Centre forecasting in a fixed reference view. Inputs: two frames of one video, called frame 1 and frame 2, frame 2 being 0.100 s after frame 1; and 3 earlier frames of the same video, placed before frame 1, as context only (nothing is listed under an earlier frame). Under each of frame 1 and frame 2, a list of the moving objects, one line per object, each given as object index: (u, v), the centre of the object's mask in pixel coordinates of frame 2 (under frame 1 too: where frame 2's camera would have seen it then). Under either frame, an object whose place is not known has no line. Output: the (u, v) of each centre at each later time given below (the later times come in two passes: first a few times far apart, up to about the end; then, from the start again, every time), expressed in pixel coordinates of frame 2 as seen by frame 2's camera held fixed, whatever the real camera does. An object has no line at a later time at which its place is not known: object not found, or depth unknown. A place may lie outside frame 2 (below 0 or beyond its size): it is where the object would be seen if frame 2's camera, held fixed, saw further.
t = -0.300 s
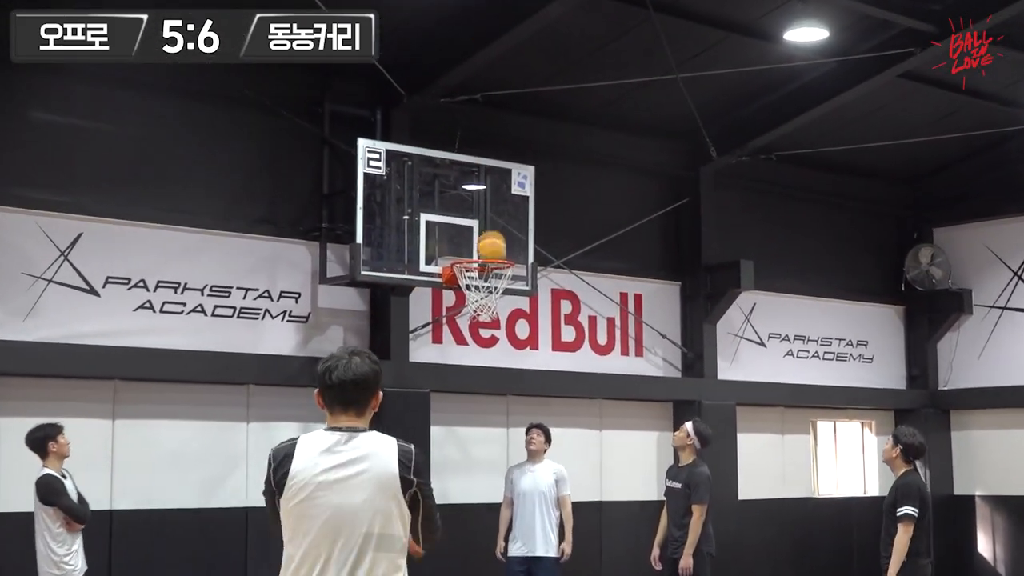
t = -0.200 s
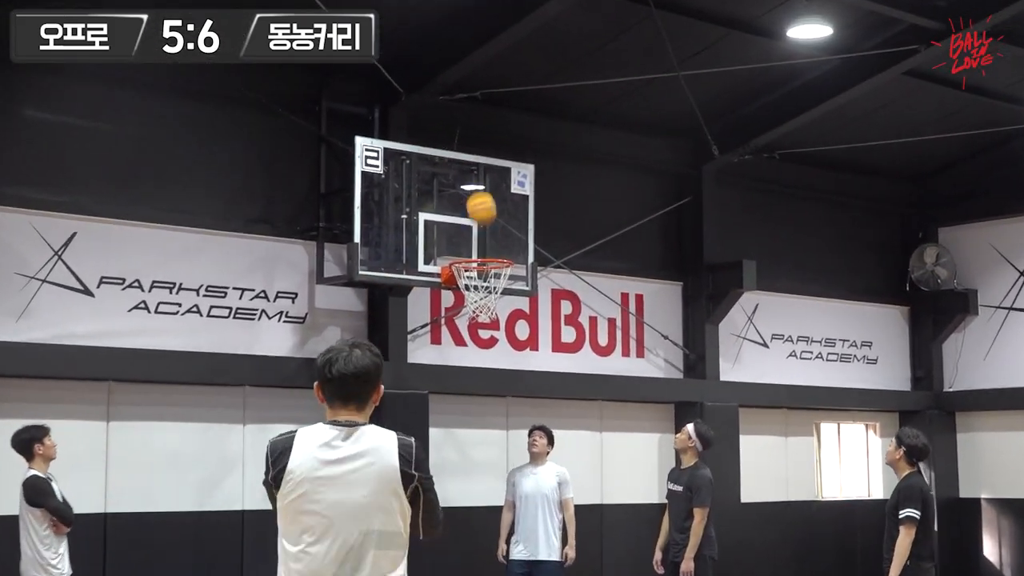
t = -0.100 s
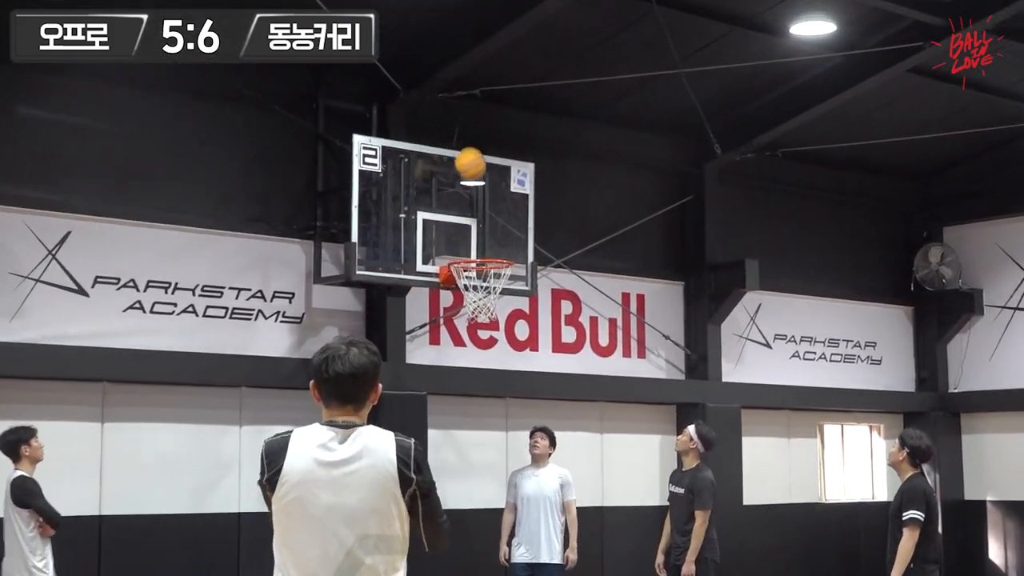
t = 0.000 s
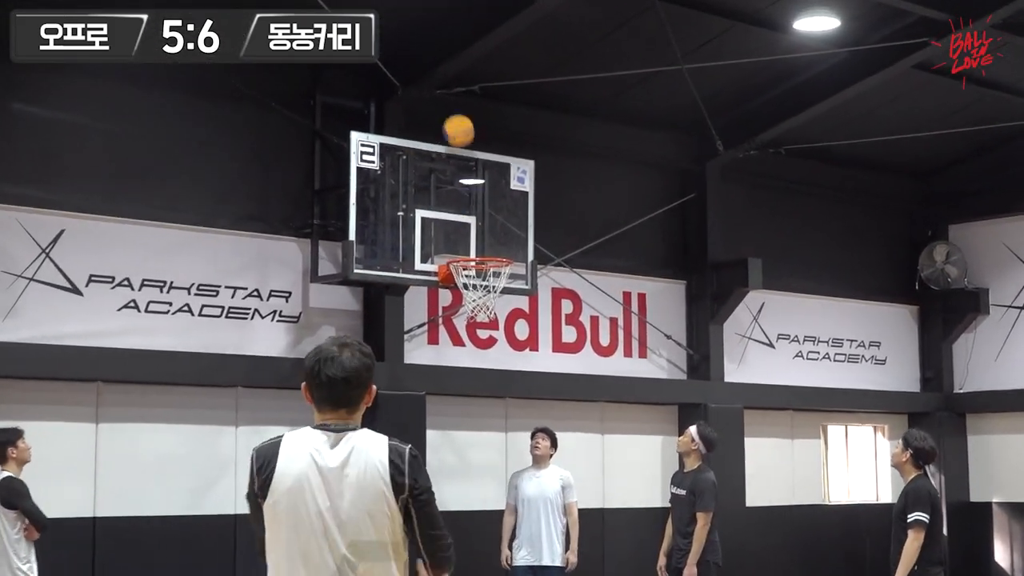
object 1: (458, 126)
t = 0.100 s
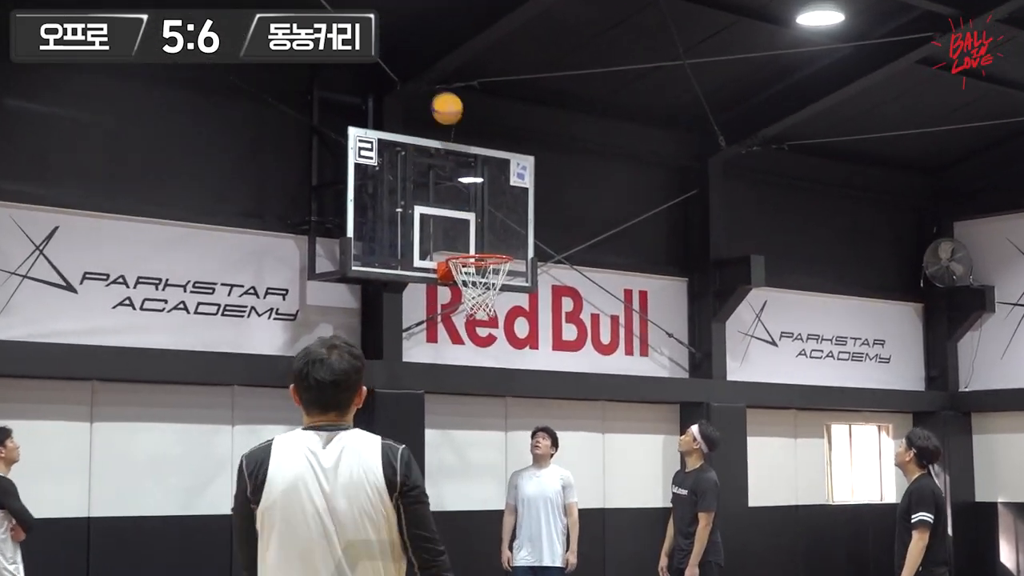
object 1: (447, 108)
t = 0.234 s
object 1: (432, 104)
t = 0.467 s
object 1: (408, 150)
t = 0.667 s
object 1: (385, 249)
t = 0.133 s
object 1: (443, 104)
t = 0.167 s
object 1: (440, 103)
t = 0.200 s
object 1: (436, 102)
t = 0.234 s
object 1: (432, 104)
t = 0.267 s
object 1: (429, 106)
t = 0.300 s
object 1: (425, 109)
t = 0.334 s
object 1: (422, 115)
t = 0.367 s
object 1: (418, 121)
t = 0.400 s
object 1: (415, 129)
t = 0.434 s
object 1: (411, 139)
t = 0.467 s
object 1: (408, 150)
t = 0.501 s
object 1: (404, 163)
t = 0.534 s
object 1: (400, 177)
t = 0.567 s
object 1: (397, 193)
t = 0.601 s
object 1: (393, 210)
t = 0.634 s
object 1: (389, 228)
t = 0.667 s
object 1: (385, 249)
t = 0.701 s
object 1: (383, 269)
